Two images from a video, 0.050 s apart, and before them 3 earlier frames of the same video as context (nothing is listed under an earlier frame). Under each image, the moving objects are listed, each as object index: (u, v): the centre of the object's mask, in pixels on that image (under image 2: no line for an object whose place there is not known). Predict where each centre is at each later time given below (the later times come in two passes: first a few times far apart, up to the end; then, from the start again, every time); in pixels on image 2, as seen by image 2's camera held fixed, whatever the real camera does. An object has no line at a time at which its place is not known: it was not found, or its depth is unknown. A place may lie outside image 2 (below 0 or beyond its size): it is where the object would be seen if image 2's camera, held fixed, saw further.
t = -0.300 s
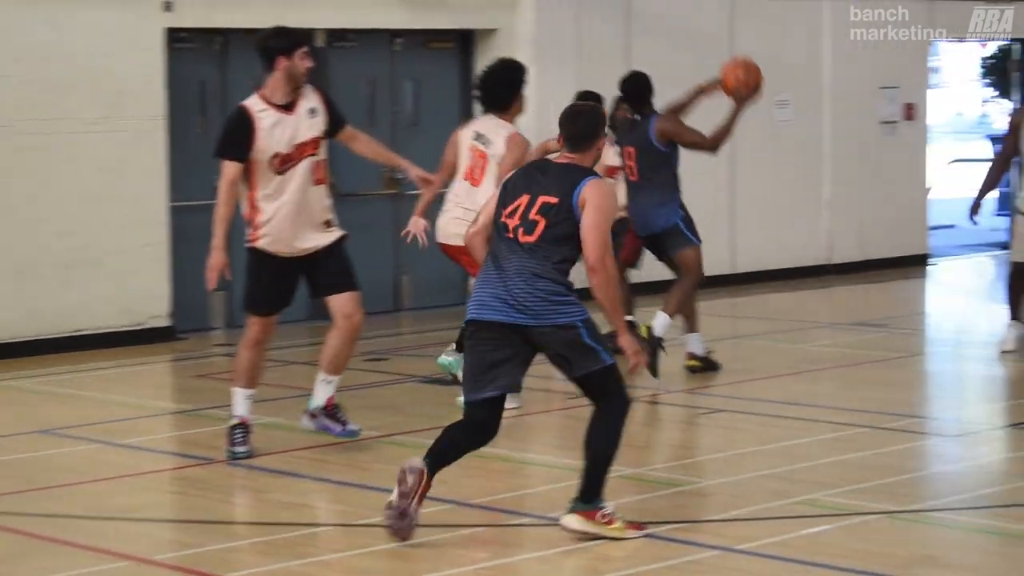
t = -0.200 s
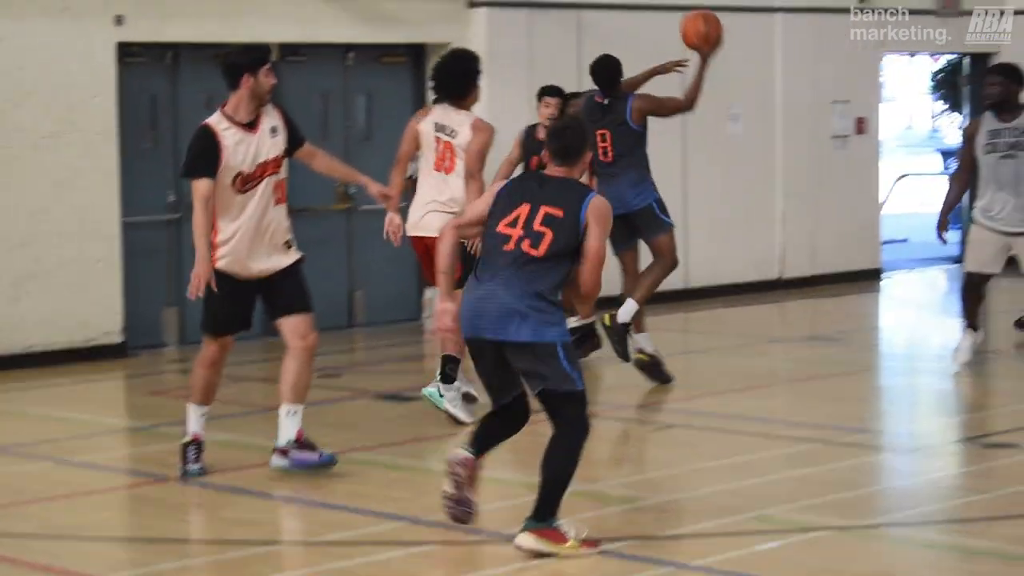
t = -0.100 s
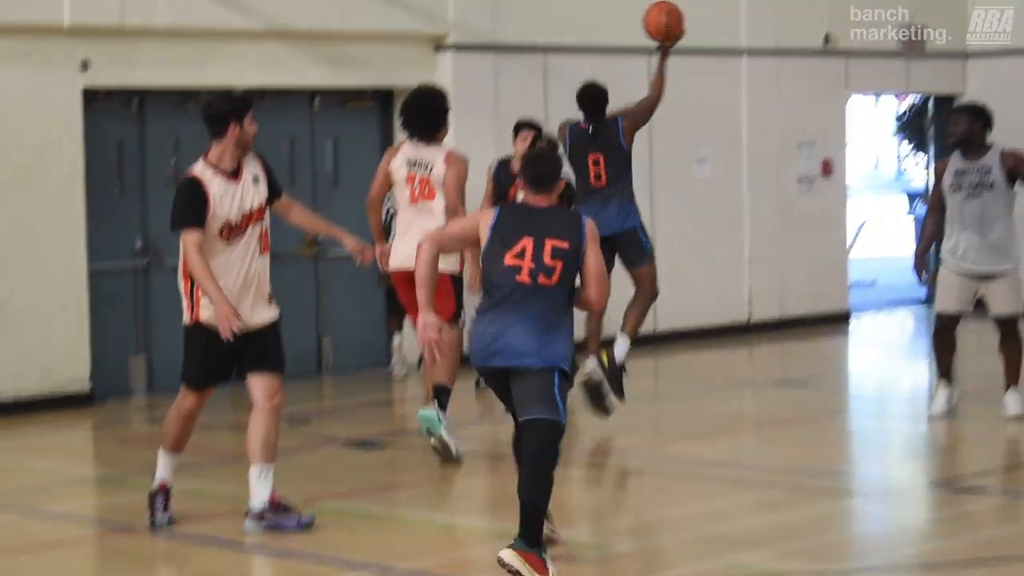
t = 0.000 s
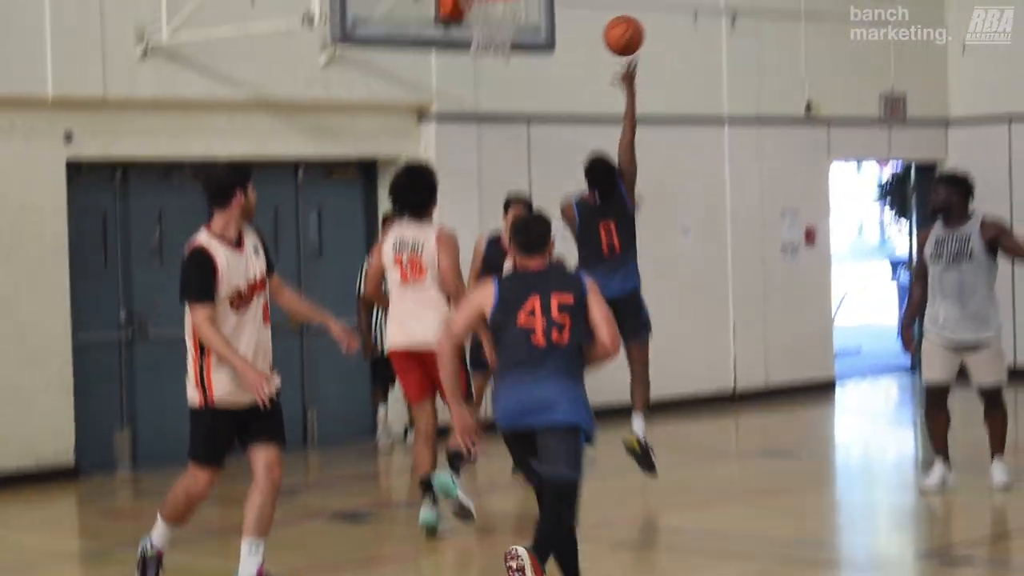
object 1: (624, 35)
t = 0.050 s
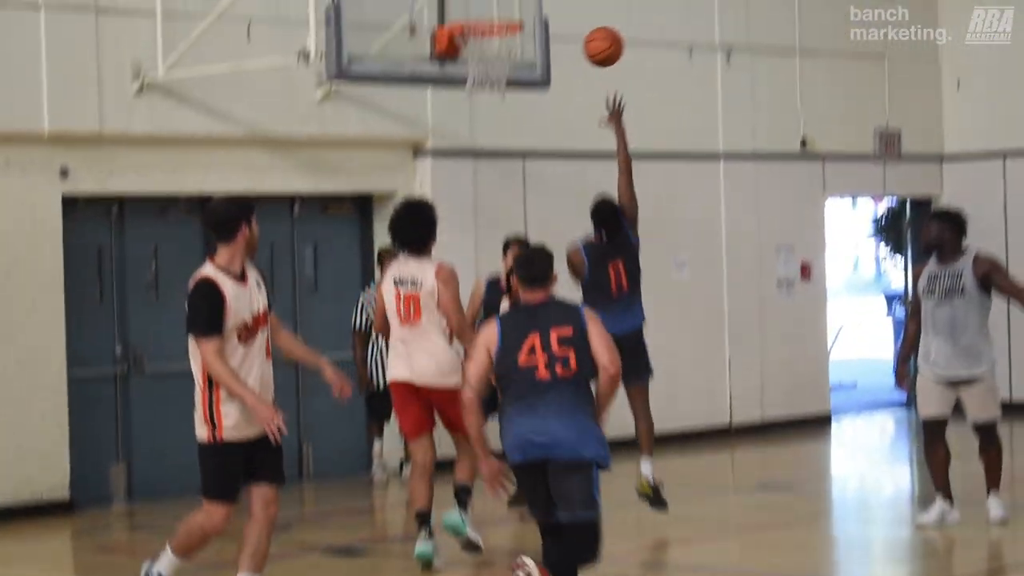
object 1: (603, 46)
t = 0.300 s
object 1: (532, -13)
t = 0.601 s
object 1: (489, 10)
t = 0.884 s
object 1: (488, -4)
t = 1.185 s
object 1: (487, 104)
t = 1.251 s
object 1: (488, 142)
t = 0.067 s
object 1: (598, 39)
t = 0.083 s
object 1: (593, 32)
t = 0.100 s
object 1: (588, 26)
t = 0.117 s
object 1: (583, 19)
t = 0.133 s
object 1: (579, 14)
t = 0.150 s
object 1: (574, 9)
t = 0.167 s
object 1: (569, 5)
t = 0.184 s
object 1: (565, 1)
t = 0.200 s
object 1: (560, -3)
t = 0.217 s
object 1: (556, -6)
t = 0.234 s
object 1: (551, -8)
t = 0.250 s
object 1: (546, -11)
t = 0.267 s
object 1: (541, -12)
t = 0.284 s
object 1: (536, -12)
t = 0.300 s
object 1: (532, -13)
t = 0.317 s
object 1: (527, -12)
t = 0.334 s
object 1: (523, -12)
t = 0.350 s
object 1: (519, -11)
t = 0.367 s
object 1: (514, -9)
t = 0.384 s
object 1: (511, -7)
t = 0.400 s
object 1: (507, -5)
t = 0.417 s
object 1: (502, -3)
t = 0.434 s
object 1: (498, 0)
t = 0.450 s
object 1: (494, 3)
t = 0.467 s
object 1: (490, 6)
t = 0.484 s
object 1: (487, 9)
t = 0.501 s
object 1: (482, 12)
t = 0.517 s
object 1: (479, 14)
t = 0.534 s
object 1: (480, 13)
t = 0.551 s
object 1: (482, 12)
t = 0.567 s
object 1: (484, 11)
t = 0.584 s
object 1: (486, 11)
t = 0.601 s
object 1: (489, 10)
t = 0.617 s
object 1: (491, 9)
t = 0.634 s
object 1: (493, 9)
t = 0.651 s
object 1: (492, 7)
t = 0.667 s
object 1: (492, 4)
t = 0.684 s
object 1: (491, 1)
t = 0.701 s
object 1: (491, -2)
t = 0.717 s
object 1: (491, -4)
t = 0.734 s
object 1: (490, -6)
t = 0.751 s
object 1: (490, -7)
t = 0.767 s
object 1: (490, -8)
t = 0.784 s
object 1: (490, -9)
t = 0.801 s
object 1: (489, -9)
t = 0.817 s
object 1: (489, -9)
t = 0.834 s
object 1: (489, -8)
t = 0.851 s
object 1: (489, -7)
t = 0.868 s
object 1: (489, -5)
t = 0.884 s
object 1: (488, -4)
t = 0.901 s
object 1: (488, -1)
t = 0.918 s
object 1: (488, 2)
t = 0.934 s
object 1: (488, 4)
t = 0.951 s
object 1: (488, 7)
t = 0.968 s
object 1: (487, 9)
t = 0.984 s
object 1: (487, 11)
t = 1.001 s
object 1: (487, 14)
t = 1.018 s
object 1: (488, 26)
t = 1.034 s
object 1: (488, 33)
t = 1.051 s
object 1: (489, 39)
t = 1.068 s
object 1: (488, 46)
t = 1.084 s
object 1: (488, 54)
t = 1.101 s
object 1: (487, 62)
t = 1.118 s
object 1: (488, 69)
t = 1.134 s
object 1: (487, 76)
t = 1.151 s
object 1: (488, 84)
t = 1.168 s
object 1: (487, 95)
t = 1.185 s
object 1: (487, 104)
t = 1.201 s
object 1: (487, 112)
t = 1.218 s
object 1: (488, 121)
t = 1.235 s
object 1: (488, 131)
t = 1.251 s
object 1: (488, 142)
